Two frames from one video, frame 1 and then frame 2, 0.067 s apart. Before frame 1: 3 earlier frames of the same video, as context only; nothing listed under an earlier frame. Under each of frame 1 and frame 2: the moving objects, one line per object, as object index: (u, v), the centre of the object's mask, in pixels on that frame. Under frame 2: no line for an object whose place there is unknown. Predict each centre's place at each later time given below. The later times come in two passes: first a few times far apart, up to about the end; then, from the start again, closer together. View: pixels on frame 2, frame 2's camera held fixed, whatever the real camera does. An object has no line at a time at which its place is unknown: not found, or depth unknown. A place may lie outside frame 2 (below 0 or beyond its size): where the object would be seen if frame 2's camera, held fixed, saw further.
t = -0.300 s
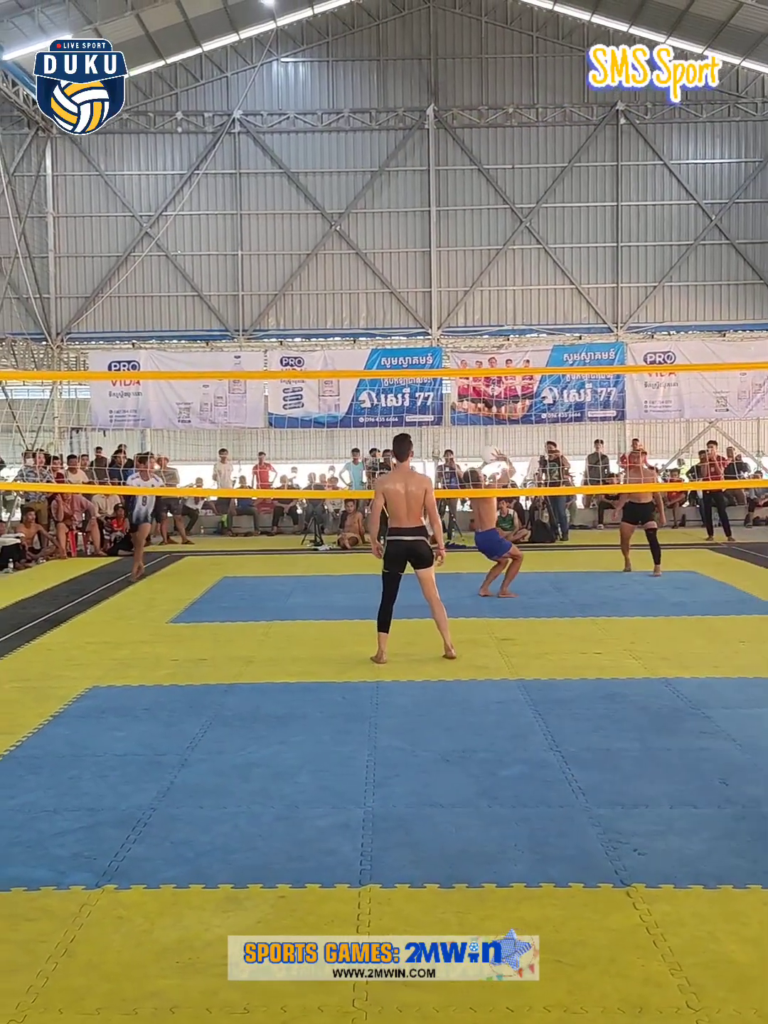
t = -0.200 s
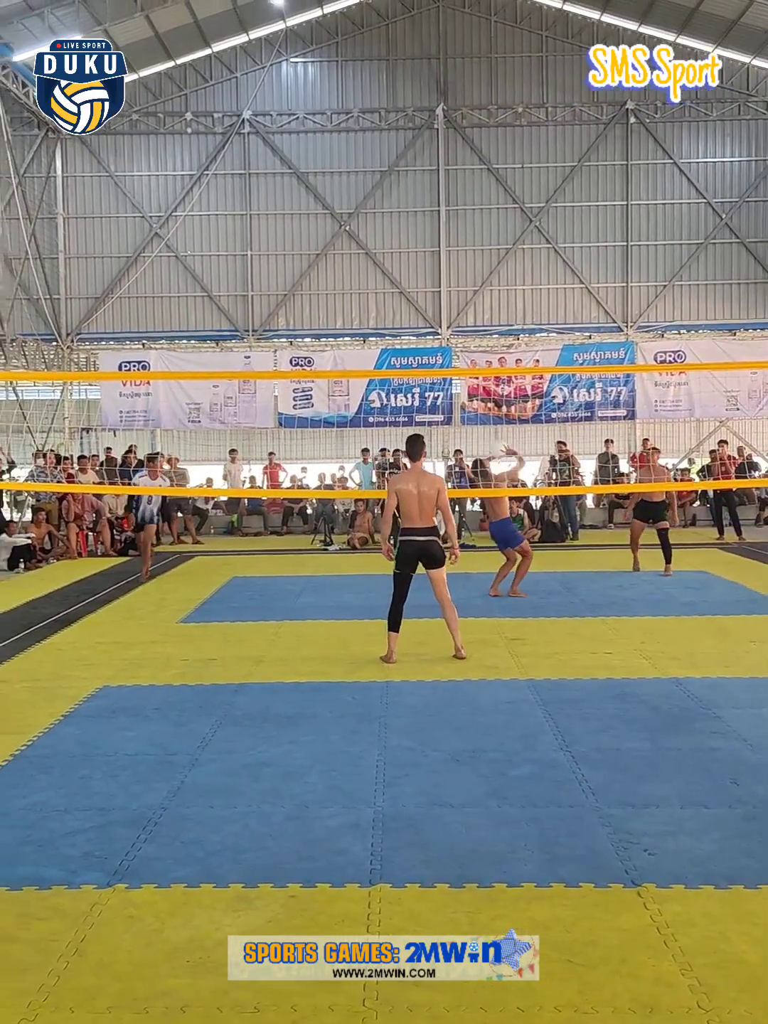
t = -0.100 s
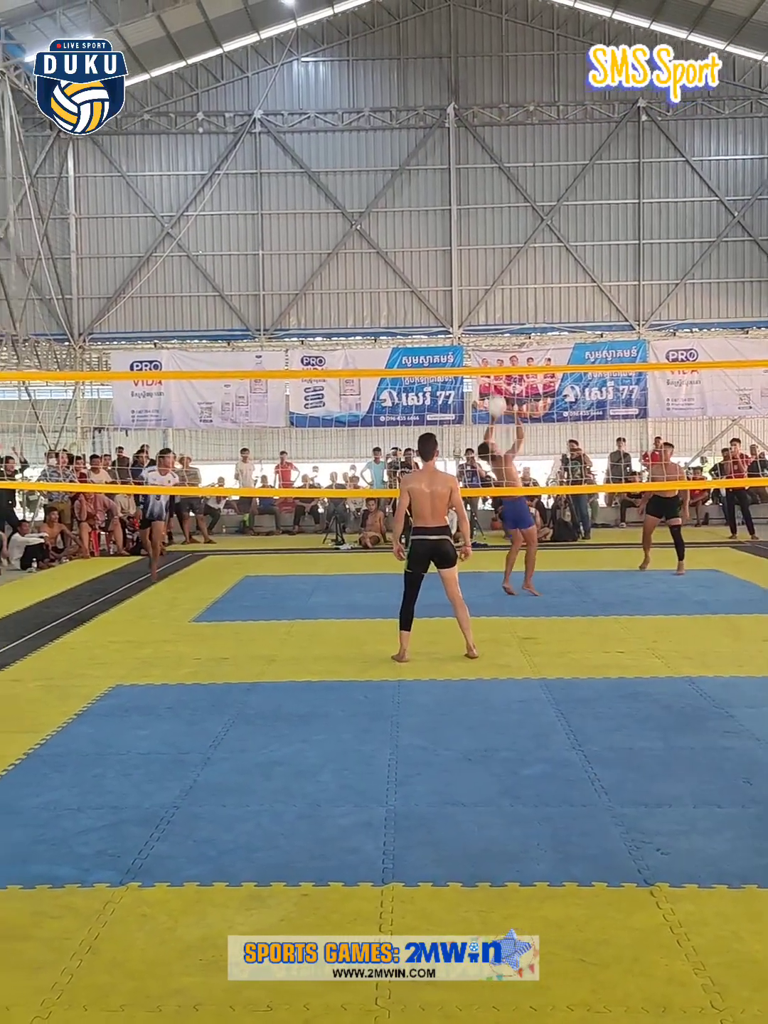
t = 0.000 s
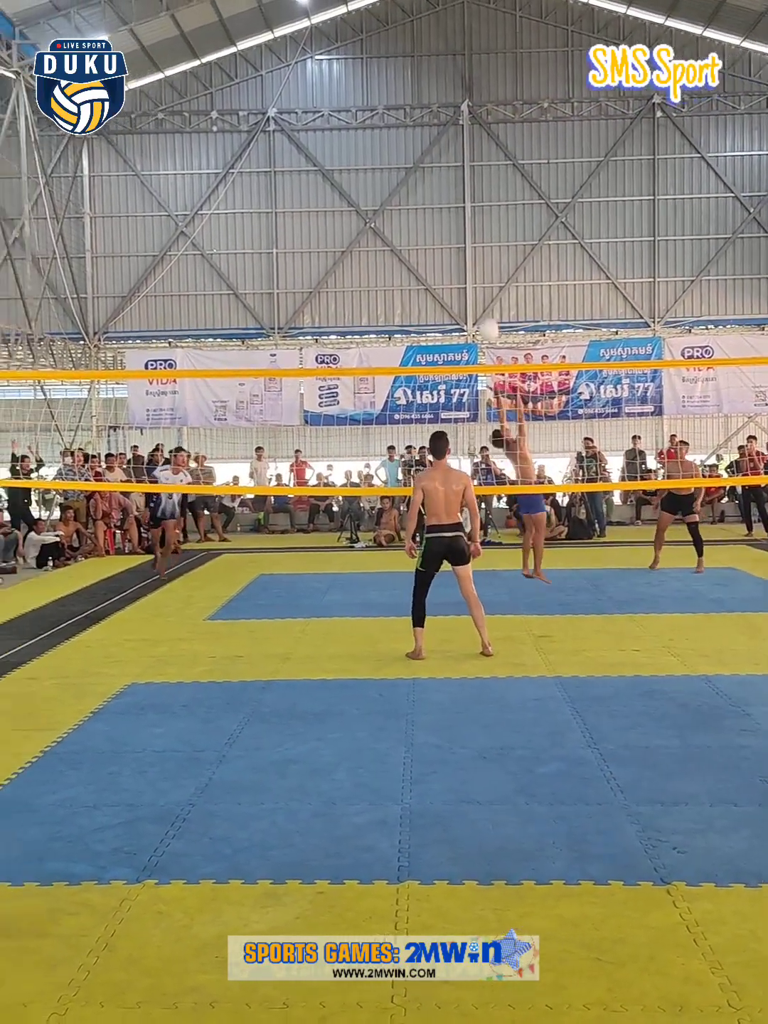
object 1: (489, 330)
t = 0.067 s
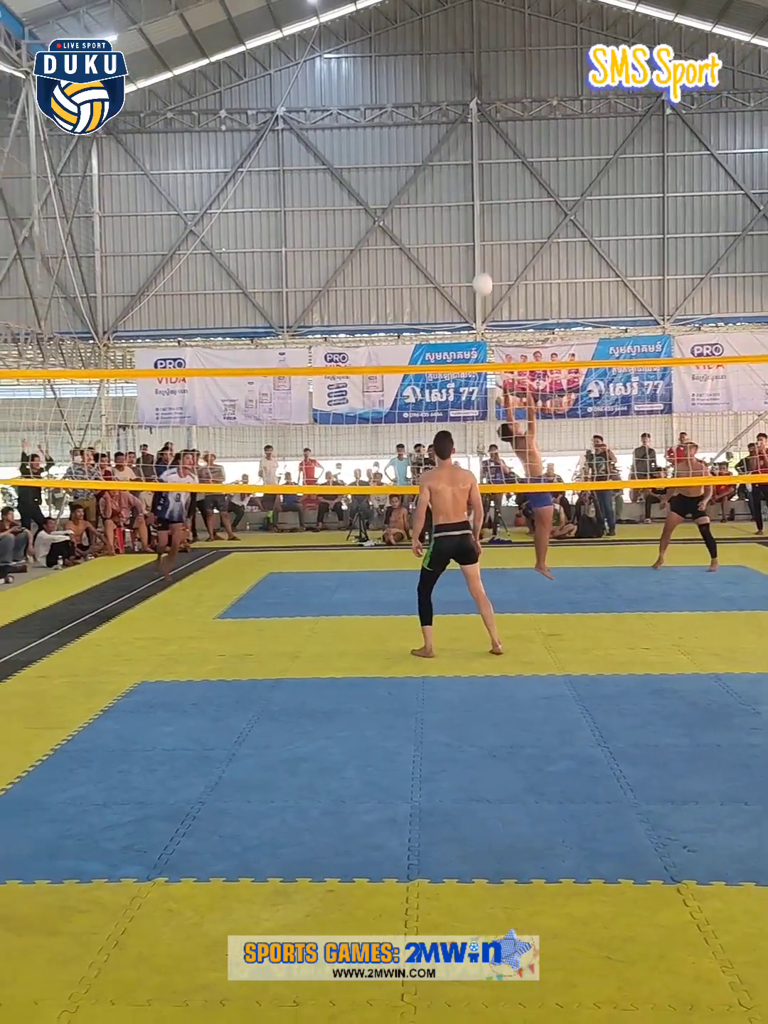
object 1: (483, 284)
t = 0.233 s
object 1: (445, 192)
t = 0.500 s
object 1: (384, 98)
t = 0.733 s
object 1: (331, 70)
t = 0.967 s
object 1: (278, 96)
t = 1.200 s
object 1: (228, 176)
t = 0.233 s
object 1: (445, 192)
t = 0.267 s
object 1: (437, 177)
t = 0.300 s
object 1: (430, 162)
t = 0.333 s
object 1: (422, 149)
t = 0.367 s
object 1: (414, 137)
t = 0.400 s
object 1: (407, 125)
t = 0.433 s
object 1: (399, 115)
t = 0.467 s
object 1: (392, 106)
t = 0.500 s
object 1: (384, 98)
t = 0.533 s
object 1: (376, 91)
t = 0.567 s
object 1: (369, 85)
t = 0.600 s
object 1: (361, 80)
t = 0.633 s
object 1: (354, 76)
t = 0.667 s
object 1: (346, 73)
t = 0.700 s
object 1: (339, 71)
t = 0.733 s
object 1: (331, 70)
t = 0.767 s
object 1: (324, 70)
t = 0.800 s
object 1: (316, 71)
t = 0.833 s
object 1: (308, 75)
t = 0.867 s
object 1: (300, 78)
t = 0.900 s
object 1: (293, 83)
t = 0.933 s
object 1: (285, 89)
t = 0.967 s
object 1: (278, 96)
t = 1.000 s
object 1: (271, 104)
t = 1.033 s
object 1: (264, 113)
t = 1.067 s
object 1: (256, 123)
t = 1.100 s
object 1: (249, 135)
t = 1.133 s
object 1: (242, 148)
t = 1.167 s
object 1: (235, 161)
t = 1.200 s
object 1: (228, 176)
